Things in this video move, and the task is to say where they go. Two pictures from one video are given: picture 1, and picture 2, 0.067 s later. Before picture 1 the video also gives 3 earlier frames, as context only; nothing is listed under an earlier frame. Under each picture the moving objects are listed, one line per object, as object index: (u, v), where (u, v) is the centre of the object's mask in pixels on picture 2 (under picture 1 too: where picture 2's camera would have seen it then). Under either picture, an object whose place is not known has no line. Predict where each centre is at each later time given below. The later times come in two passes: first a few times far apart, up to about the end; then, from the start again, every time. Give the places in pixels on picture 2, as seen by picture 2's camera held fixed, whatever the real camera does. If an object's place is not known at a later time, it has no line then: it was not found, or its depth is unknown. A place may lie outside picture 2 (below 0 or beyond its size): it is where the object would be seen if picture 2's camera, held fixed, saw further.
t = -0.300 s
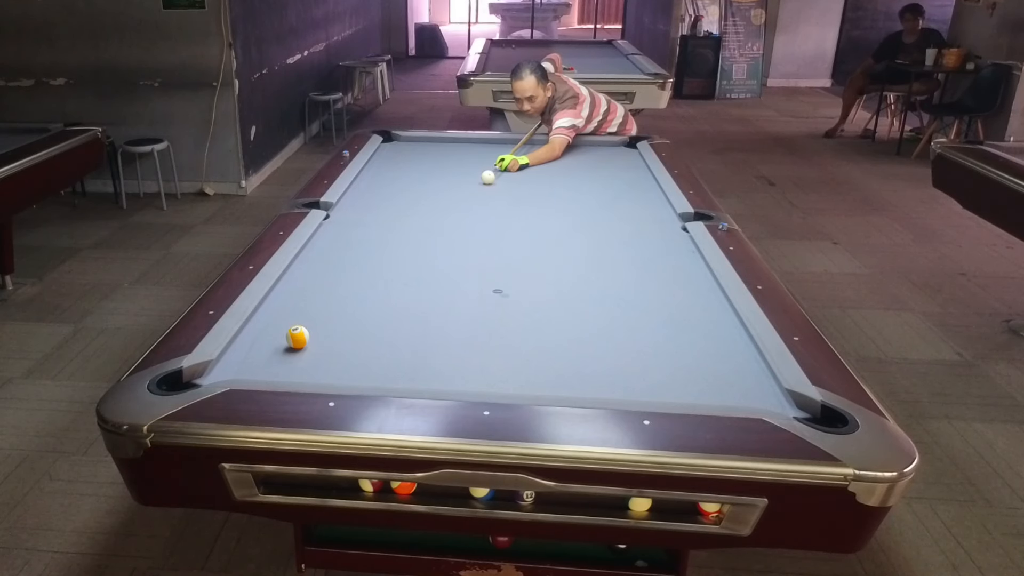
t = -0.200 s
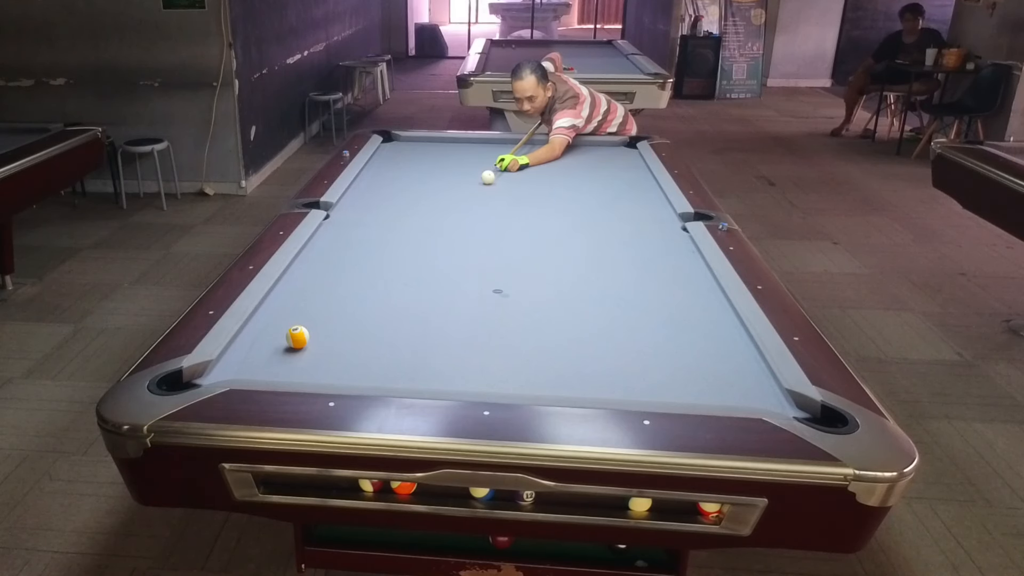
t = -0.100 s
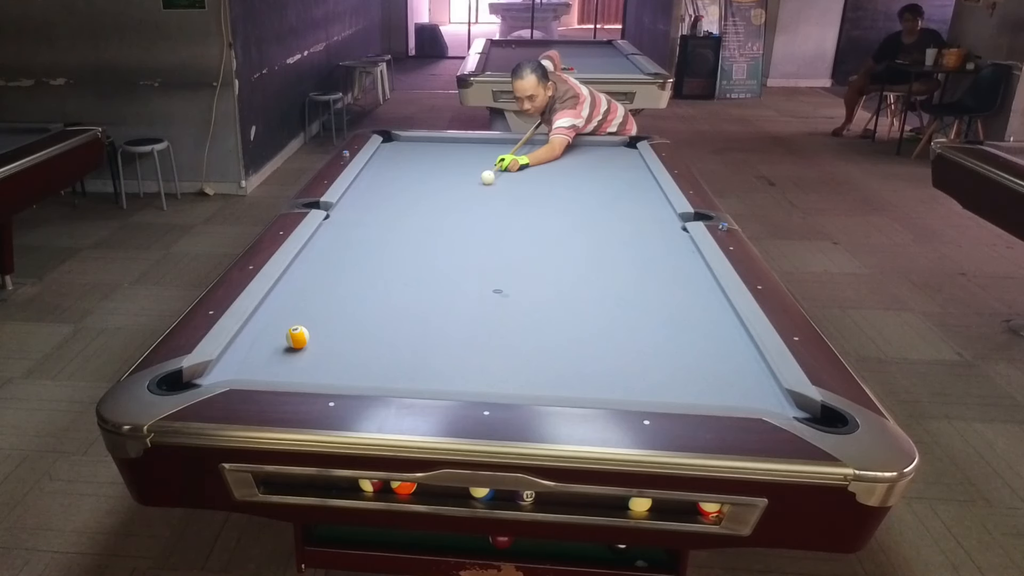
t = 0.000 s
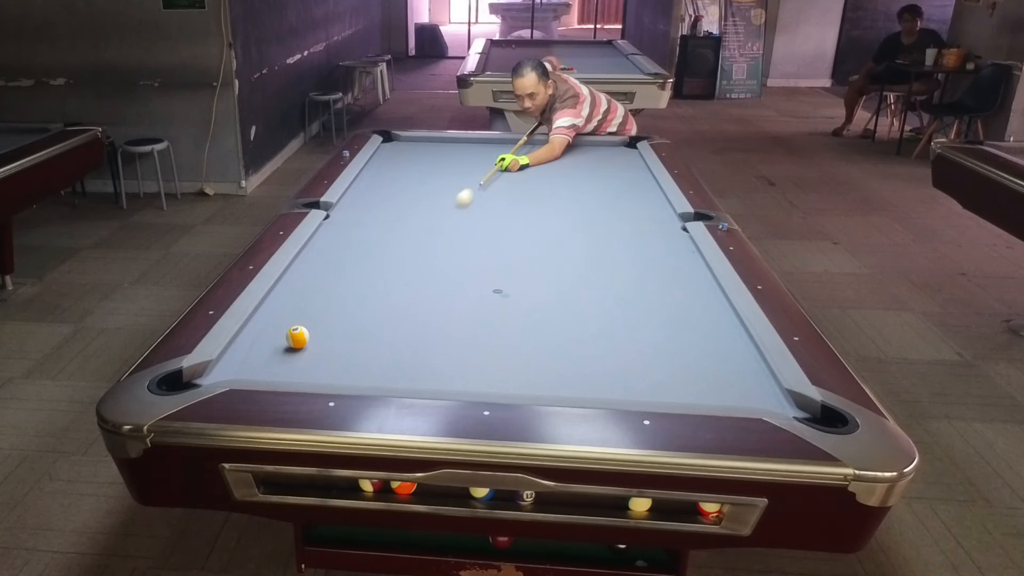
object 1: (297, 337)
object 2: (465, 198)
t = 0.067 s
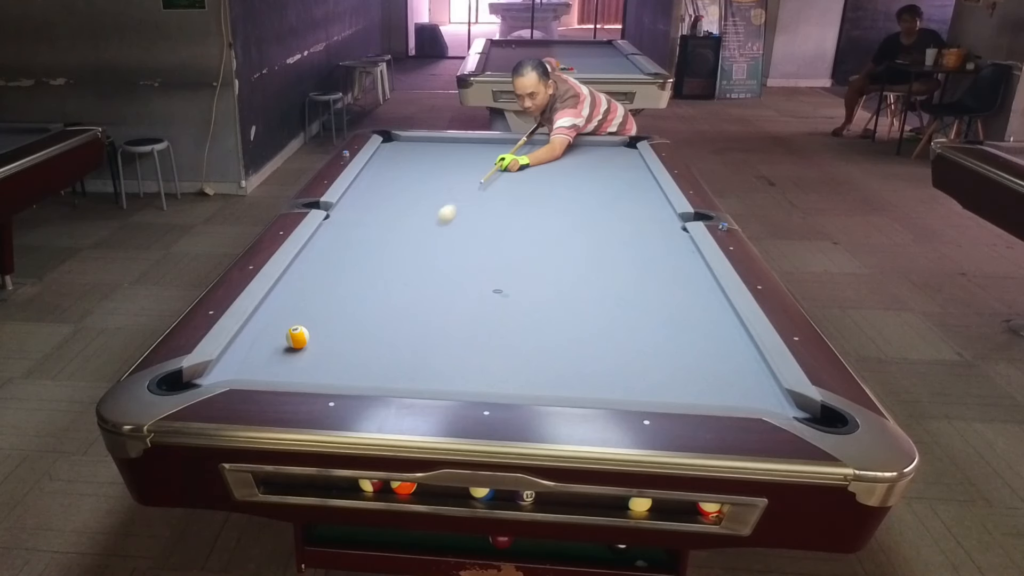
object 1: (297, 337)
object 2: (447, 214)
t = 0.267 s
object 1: (297, 337)
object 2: (388, 266)
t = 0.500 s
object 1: (263, 353)
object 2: (325, 336)
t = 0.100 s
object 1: (297, 337)
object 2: (438, 222)
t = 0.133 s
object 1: (297, 337)
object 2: (428, 231)
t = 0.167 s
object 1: (297, 337)
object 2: (419, 239)
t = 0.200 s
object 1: (297, 337)
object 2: (409, 247)
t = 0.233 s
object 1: (297, 337)
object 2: (398, 257)
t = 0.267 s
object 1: (297, 337)
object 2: (388, 266)
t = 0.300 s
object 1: (297, 337)
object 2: (377, 276)
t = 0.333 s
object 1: (297, 337)
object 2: (365, 287)
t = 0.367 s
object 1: (297, 337)
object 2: (353, 297)
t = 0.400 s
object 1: (297, 337)
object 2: (339, 309)
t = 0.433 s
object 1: (298, 337)
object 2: (324, 322)
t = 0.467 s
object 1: (287, 342)
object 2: (319, 332)
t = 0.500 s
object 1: (263, 353)
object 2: (325, 336)
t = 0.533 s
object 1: (239, 363)
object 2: (330, 340)
